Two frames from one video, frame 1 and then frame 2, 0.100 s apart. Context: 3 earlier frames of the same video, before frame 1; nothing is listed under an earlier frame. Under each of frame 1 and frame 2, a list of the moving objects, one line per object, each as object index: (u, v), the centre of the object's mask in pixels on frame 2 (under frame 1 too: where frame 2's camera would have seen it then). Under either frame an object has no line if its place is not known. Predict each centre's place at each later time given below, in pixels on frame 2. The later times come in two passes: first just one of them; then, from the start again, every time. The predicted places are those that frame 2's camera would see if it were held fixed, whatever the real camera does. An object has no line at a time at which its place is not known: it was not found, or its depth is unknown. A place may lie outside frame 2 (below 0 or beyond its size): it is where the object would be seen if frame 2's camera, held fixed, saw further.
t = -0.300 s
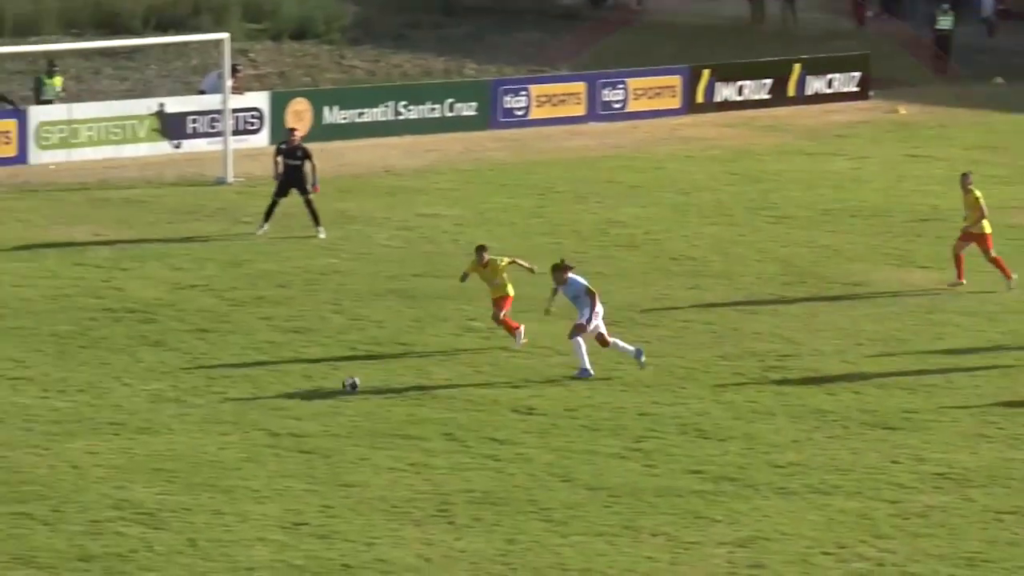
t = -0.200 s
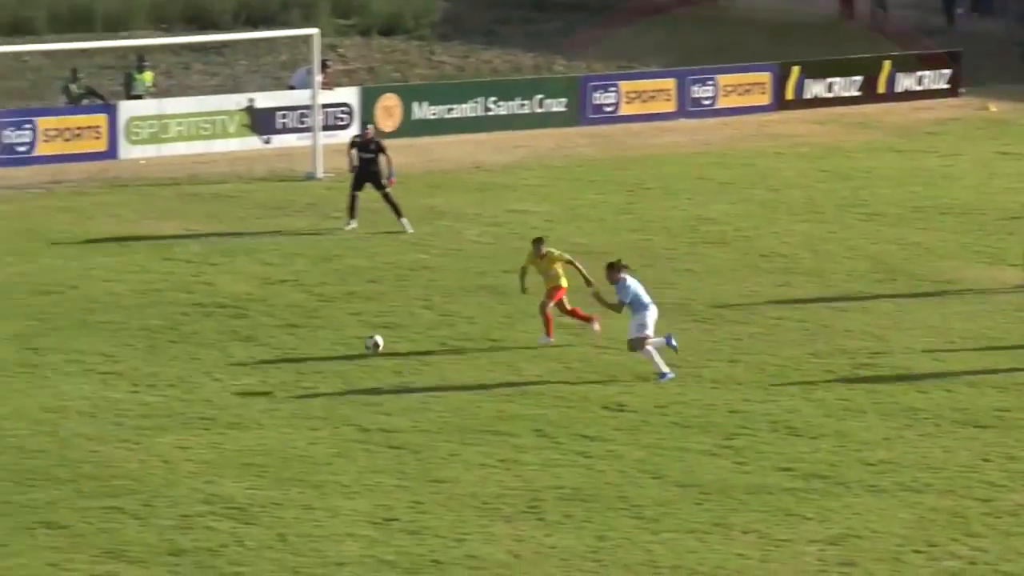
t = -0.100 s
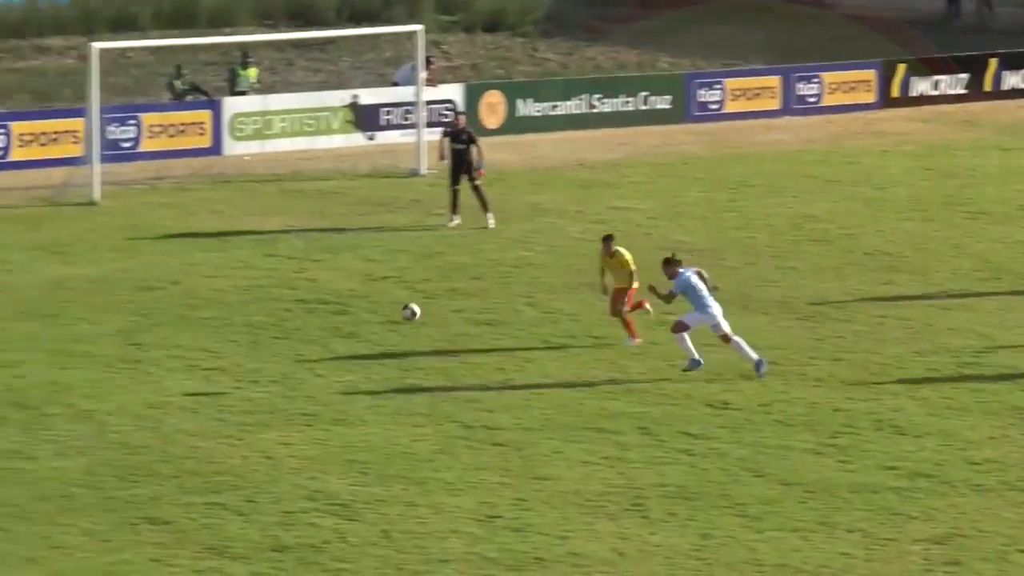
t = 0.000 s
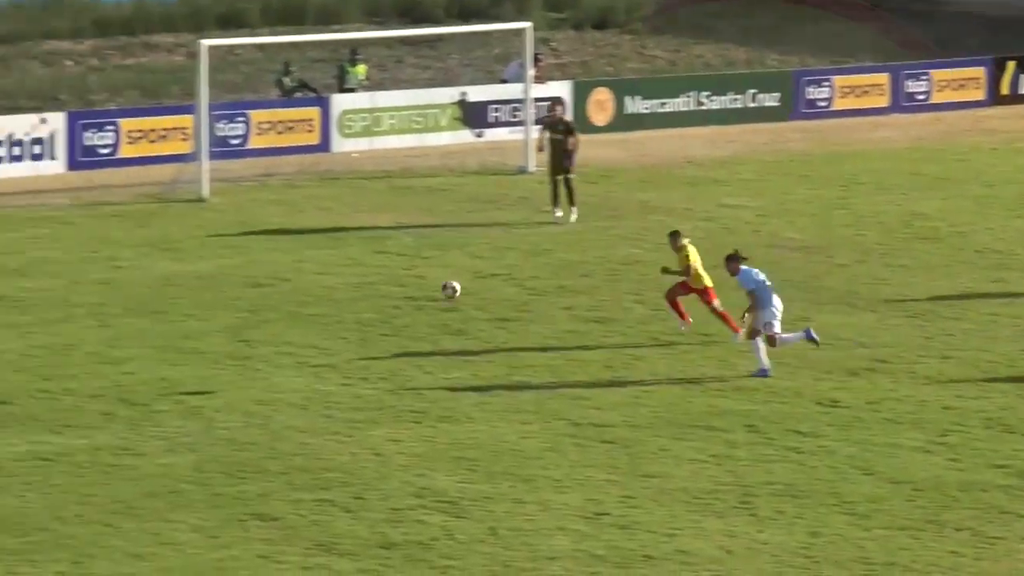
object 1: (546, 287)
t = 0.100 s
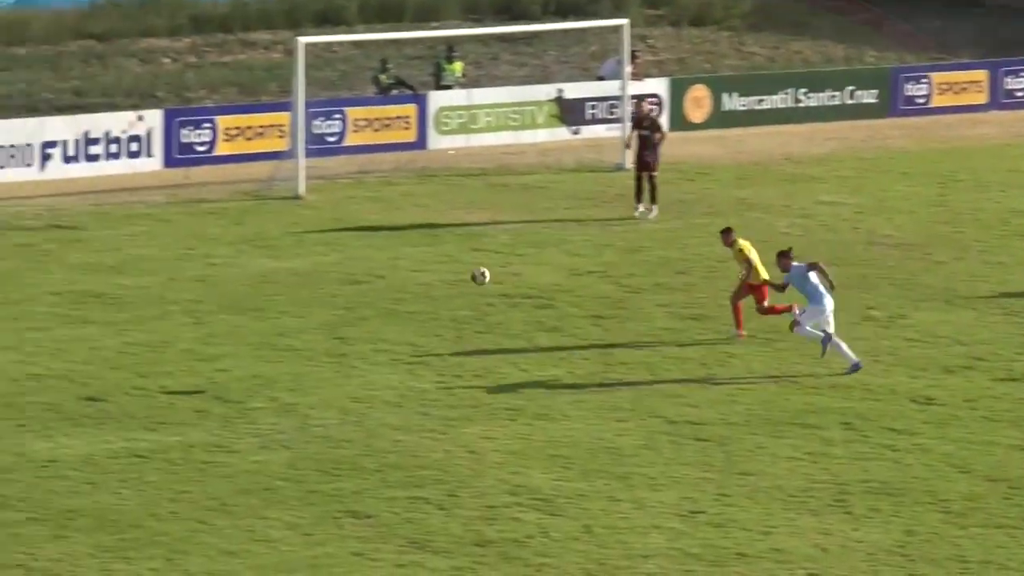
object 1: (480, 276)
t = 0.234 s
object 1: (393, 277)
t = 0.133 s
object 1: (458, 274)
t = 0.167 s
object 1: (436, 274)
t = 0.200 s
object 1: (414, 275)
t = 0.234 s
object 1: (393, 277)
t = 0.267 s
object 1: (372, 279)
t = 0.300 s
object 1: (351, 283)
